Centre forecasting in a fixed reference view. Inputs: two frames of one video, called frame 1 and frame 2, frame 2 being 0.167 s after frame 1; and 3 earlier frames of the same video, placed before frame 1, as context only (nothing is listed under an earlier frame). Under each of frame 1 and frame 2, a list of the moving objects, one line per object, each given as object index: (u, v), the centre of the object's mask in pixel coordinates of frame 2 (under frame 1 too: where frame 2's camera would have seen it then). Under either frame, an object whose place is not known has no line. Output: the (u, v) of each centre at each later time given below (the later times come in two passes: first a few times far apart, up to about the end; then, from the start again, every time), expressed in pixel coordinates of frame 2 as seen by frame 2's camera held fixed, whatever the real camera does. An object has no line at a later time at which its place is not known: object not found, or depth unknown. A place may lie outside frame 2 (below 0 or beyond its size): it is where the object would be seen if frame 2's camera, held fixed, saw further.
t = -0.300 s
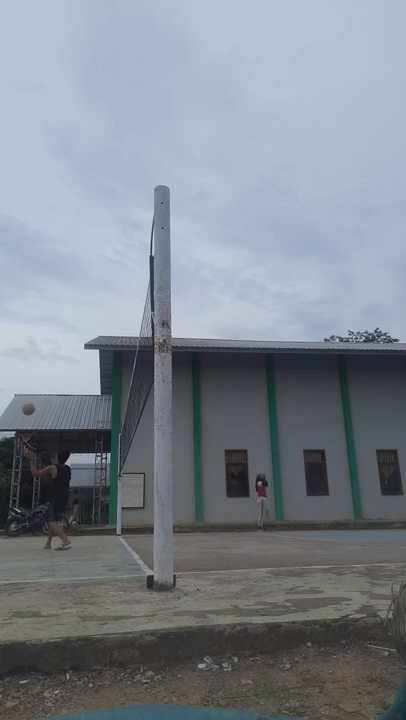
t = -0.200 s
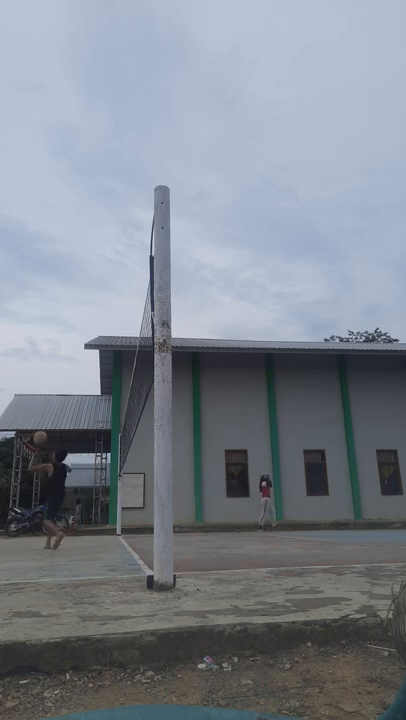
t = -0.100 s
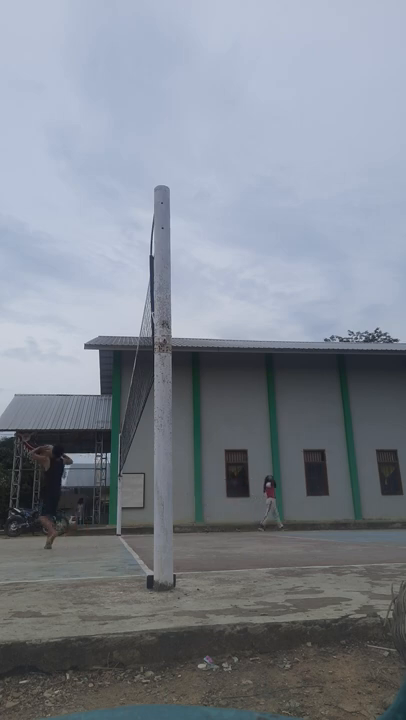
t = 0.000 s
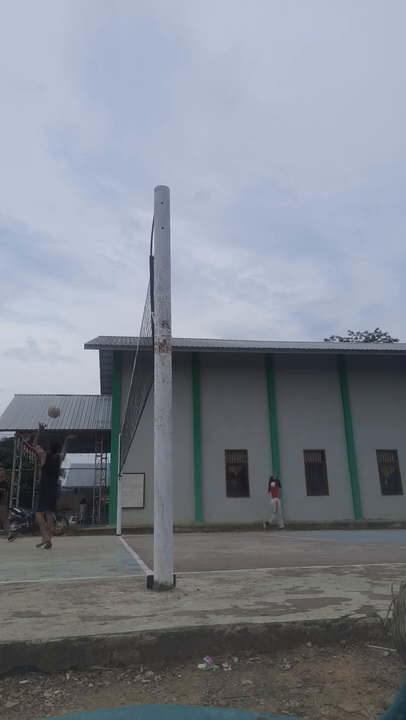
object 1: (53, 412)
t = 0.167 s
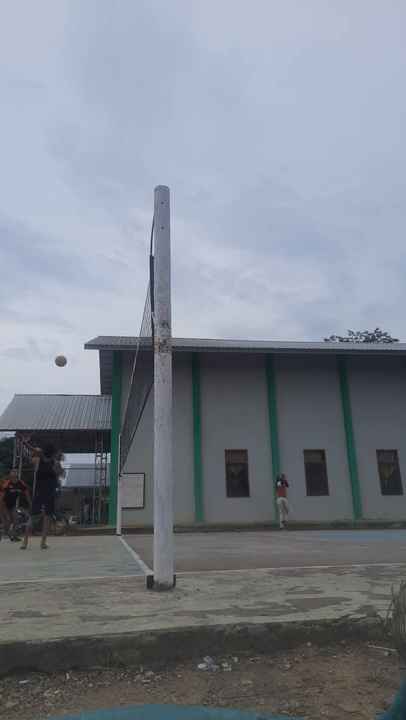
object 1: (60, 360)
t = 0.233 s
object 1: (62, 346)
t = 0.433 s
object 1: (66, 319)
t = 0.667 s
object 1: (70, 314)
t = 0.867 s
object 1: (71, 328)
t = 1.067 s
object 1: (71, 357)
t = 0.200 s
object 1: (61, 353)
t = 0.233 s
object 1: (62, 346)
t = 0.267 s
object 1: (63, 340)
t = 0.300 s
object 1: (64, 334)
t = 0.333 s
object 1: (65, 330)
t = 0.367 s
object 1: (65, 325)
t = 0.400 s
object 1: (66, 321)
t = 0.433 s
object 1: (66, 319)
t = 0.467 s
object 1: (67, 317)
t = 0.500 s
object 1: (68, 315)
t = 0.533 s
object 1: (68, 313)
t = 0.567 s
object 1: (69, 313)
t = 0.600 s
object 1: (69, 313)
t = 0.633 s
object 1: (69, 313)
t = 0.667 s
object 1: (70, 314)
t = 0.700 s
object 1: (70, 315)
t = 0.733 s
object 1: (70, 317)
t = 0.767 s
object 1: (70, 319)
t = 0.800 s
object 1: (71, 321)
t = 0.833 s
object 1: (71, 324)
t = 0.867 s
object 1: (71, 328)
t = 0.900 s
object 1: (71, 331)
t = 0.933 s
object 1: (71, 336)
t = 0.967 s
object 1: (71, 340)
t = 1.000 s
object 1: (71, 345)
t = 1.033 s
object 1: (71, 351)
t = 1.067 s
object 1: (71, 357)
